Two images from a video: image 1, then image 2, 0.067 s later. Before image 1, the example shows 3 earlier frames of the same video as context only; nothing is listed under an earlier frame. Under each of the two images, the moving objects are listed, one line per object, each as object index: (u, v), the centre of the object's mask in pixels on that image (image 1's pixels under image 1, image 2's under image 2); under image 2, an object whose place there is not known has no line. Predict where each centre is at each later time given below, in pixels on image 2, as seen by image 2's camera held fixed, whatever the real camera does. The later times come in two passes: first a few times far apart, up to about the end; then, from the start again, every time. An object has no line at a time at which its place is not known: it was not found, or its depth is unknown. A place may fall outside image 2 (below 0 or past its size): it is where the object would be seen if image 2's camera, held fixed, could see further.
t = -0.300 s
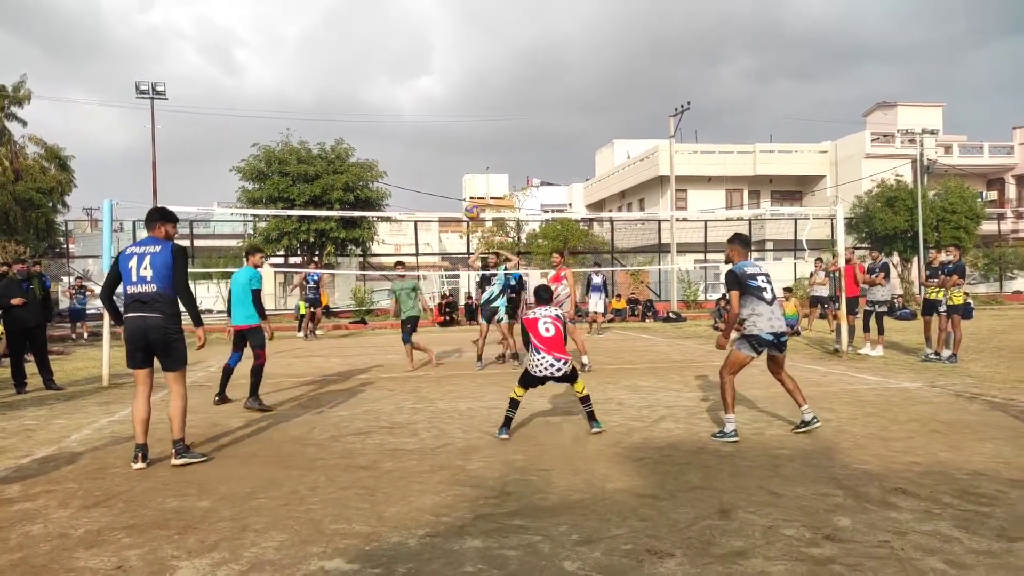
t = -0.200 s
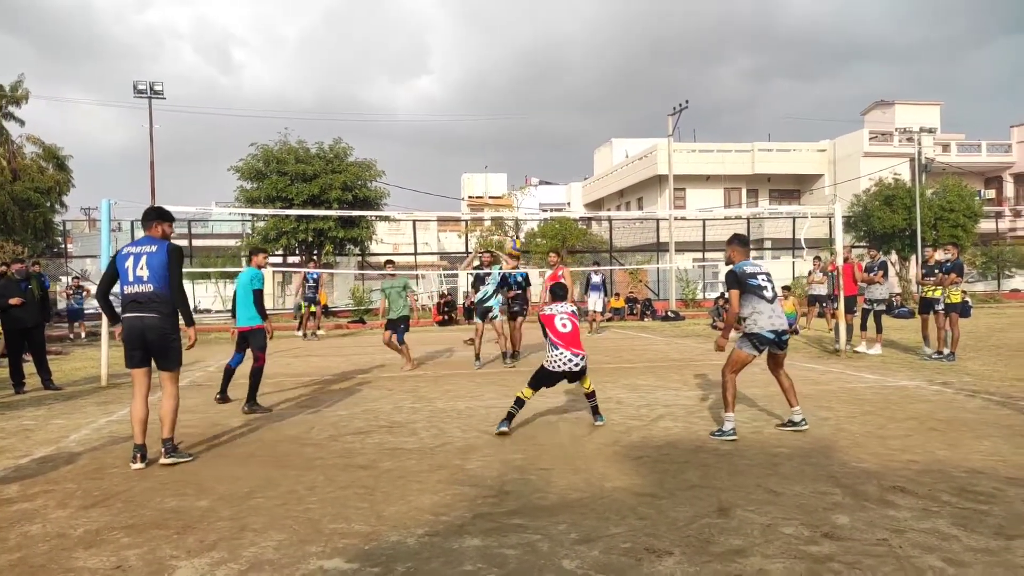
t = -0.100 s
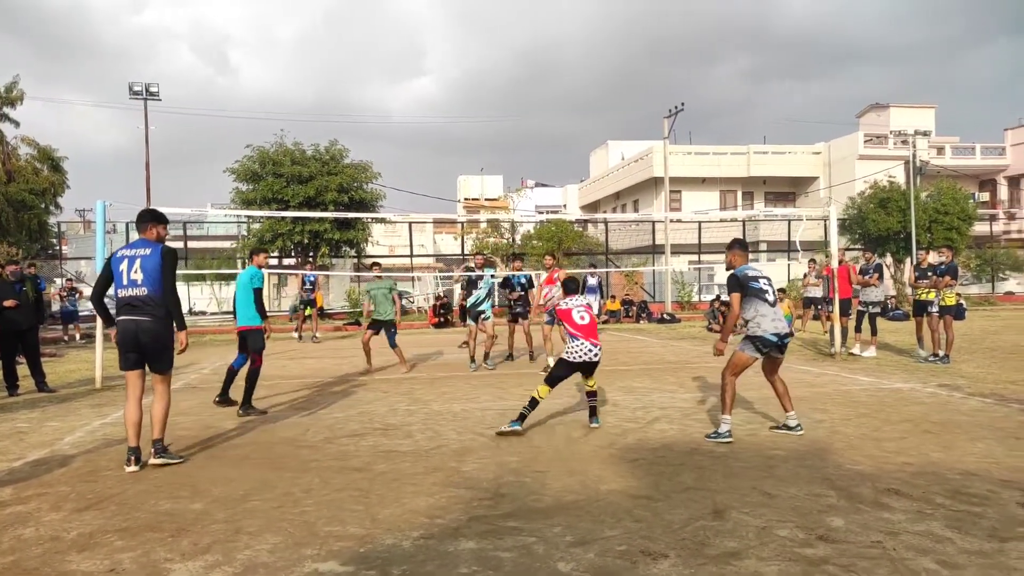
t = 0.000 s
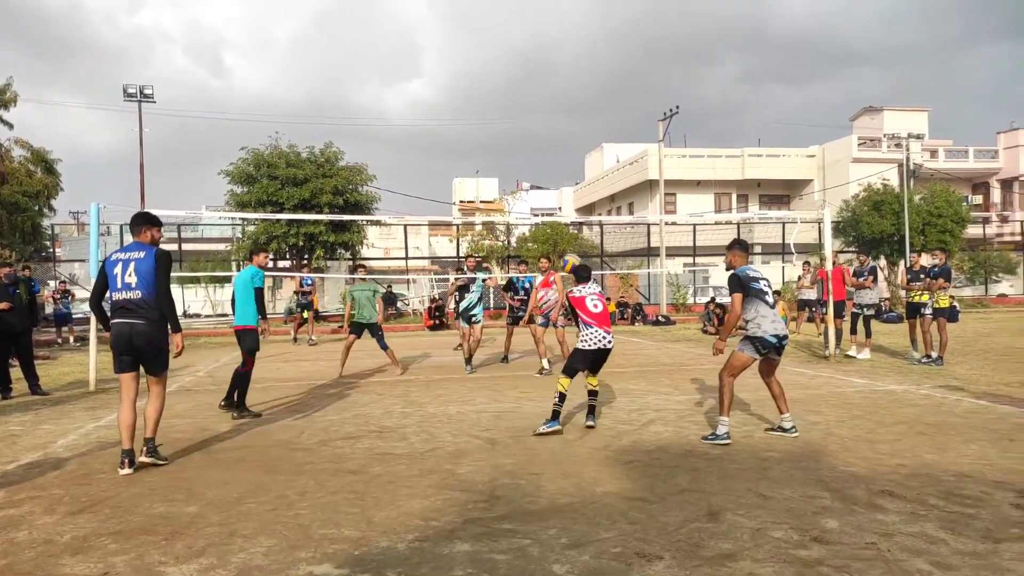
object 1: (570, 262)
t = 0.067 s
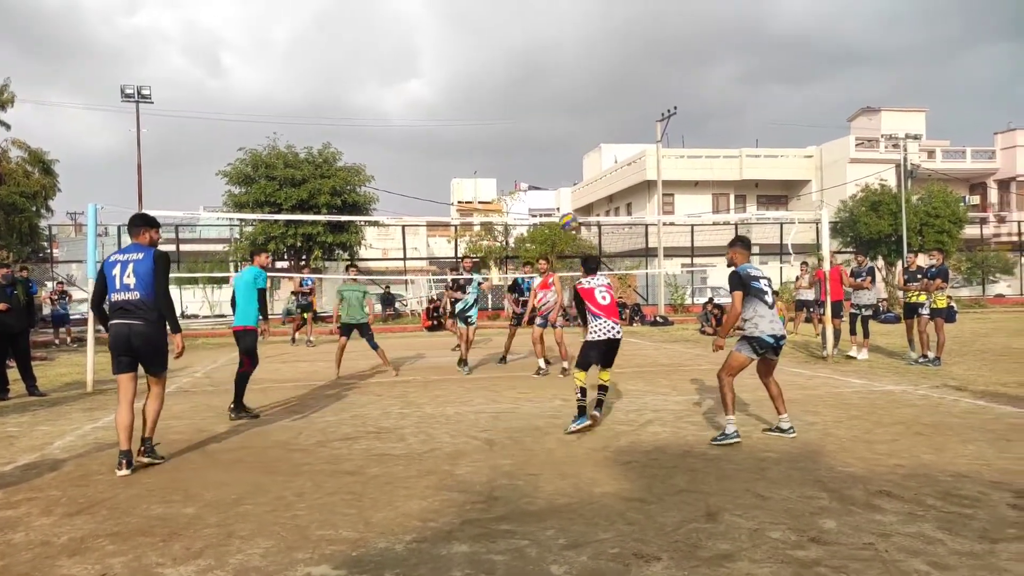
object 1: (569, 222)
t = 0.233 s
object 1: (569, 143)
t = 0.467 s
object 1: (572, 85)
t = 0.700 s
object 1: (575, 74)
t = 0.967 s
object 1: (580, 108)
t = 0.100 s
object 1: (568, 204)
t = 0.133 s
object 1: (569, 186)
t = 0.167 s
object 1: (569, 170)
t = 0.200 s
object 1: (570, 156)
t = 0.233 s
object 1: (569, 143)
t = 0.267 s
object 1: (570, 131)
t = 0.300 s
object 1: (569, 121)
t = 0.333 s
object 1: (570, 111)
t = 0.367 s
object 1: (570, 102)
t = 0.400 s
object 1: (571, 95)
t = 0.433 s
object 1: (572, 89)
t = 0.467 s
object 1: (572, 85)
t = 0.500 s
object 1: (572, 81)
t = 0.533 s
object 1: (572, 77)
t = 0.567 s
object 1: (572, 75)
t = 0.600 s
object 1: (573, 73)
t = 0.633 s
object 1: (574, 73)
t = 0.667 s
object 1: (575, 73)
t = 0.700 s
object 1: (575, 74)
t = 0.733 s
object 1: (575, 76)
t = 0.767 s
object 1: (576, 79)
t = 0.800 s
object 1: (577, 82)
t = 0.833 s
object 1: (578, 86)
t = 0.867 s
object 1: (578, 90)
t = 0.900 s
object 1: (579, 96)
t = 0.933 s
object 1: (579, 102)
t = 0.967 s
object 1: (580, 108)
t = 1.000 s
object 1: (580, 115)
